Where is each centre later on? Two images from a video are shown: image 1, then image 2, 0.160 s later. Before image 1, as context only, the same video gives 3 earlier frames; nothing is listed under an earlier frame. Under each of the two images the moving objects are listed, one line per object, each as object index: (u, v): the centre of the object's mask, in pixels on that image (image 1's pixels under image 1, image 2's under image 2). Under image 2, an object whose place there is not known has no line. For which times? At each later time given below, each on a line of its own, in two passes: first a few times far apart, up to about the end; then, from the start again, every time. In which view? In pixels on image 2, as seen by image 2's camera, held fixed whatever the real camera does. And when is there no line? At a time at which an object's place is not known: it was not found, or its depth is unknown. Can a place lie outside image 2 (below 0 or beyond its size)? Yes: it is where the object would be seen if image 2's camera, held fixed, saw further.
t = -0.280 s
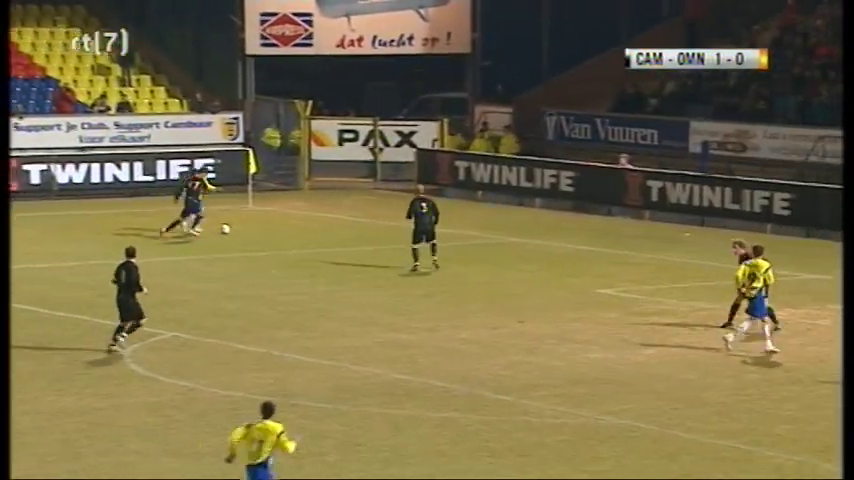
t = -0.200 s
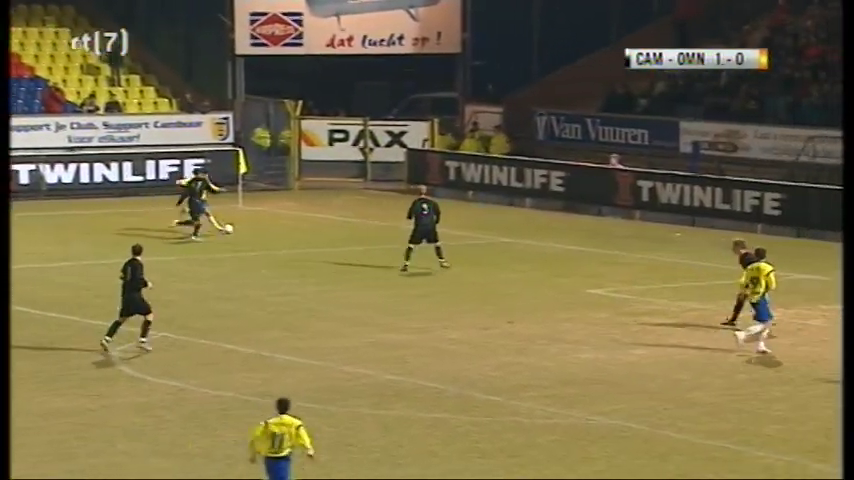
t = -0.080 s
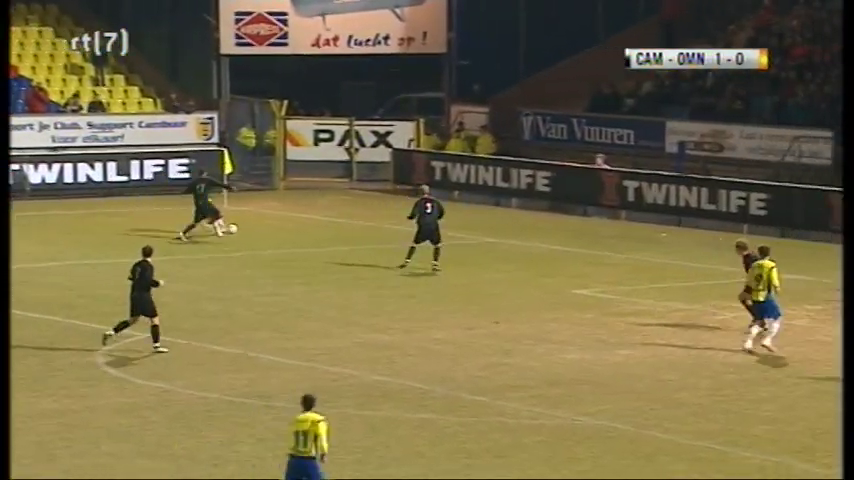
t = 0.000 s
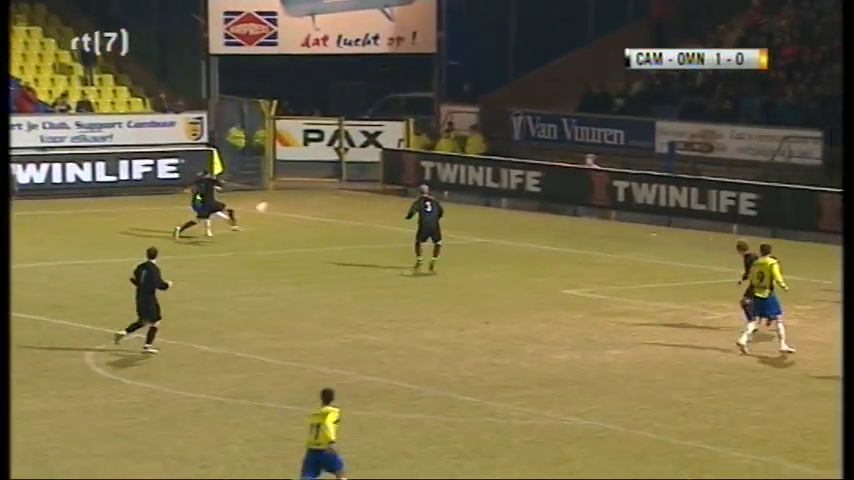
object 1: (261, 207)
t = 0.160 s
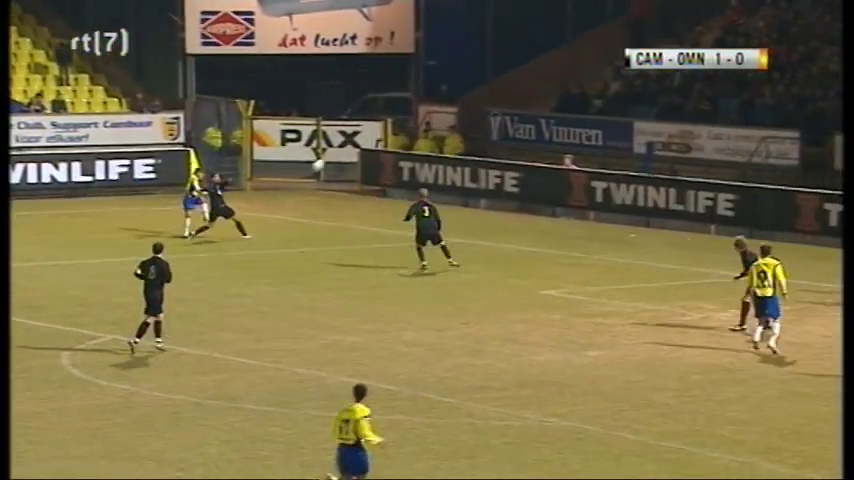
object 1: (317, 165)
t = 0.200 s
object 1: (337, 154)
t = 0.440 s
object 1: (455, 104)
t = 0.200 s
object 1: (337, 154)
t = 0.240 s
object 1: (357, 146)
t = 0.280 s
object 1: (378, 136)
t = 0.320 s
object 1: (396, 127)
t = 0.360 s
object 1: (415, 120)
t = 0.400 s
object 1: (435, 111)
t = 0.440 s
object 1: (455, 104)
